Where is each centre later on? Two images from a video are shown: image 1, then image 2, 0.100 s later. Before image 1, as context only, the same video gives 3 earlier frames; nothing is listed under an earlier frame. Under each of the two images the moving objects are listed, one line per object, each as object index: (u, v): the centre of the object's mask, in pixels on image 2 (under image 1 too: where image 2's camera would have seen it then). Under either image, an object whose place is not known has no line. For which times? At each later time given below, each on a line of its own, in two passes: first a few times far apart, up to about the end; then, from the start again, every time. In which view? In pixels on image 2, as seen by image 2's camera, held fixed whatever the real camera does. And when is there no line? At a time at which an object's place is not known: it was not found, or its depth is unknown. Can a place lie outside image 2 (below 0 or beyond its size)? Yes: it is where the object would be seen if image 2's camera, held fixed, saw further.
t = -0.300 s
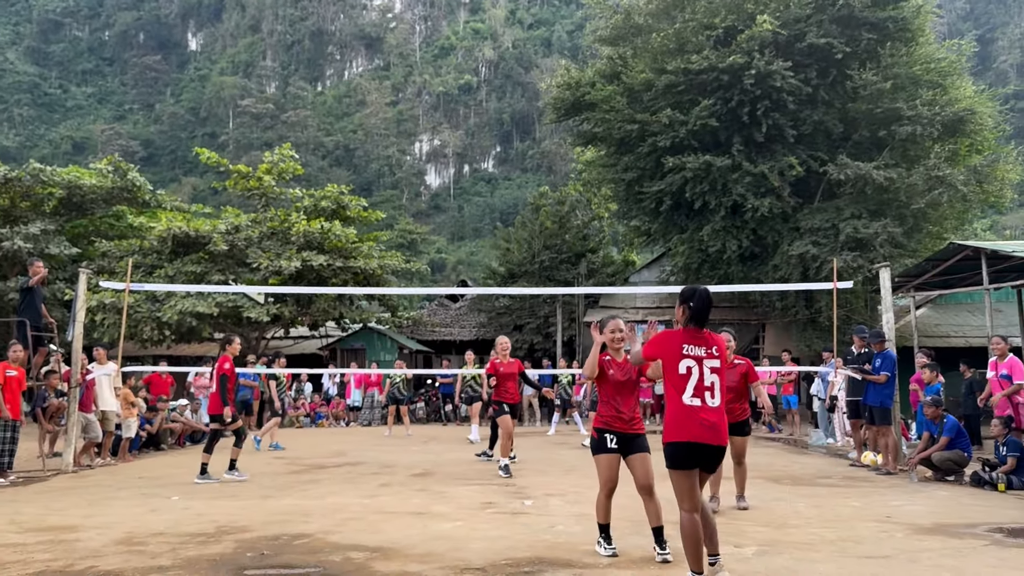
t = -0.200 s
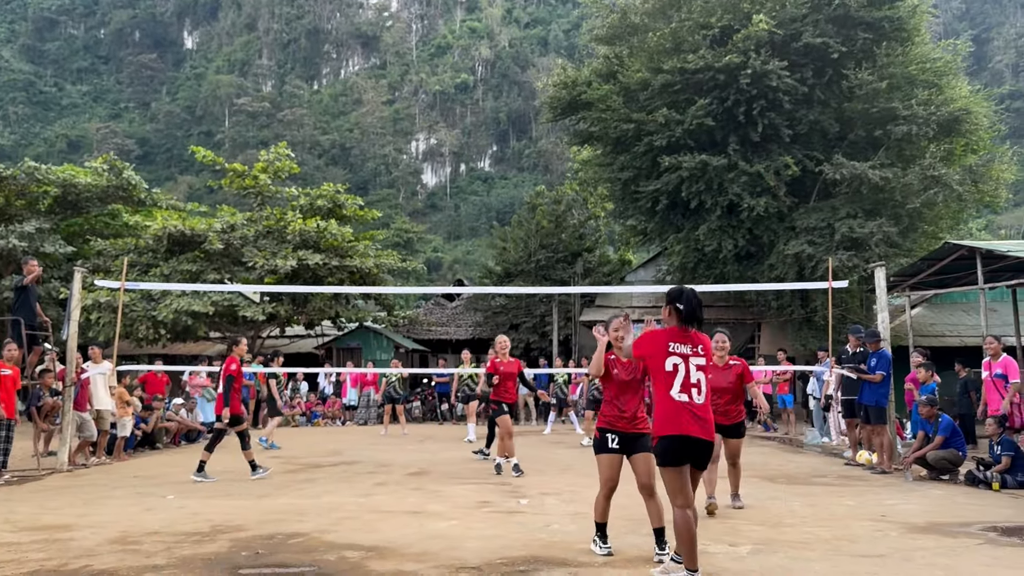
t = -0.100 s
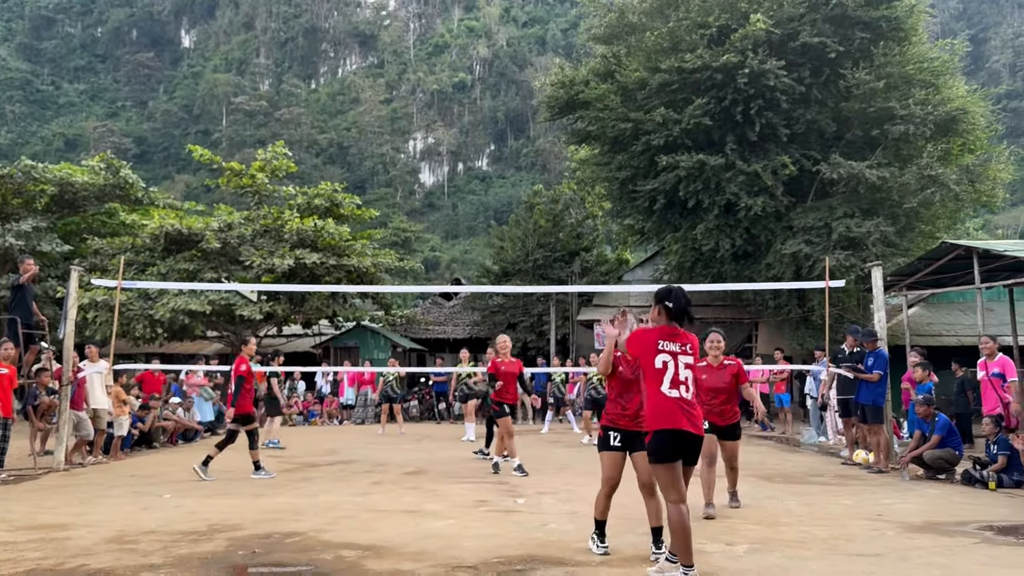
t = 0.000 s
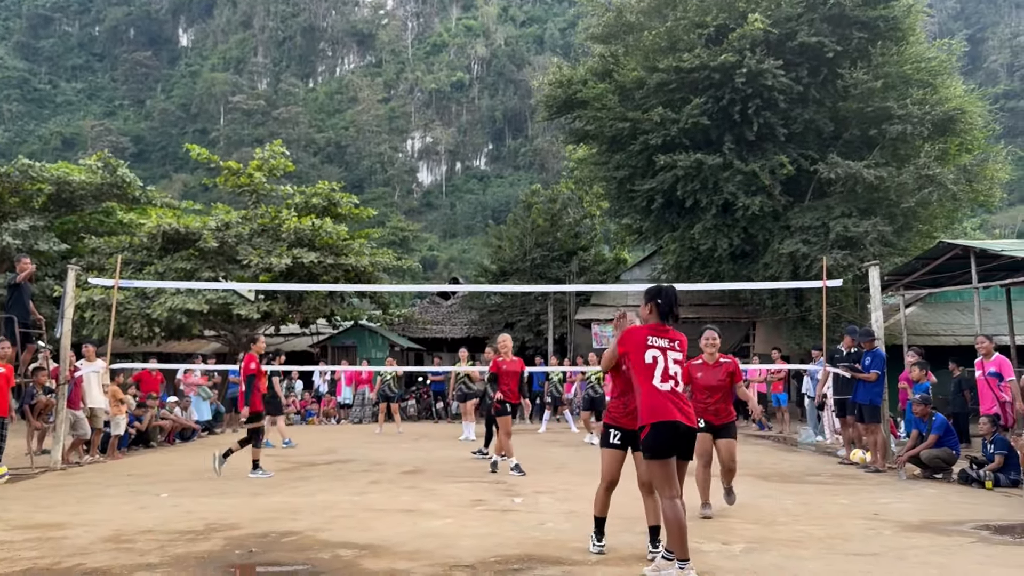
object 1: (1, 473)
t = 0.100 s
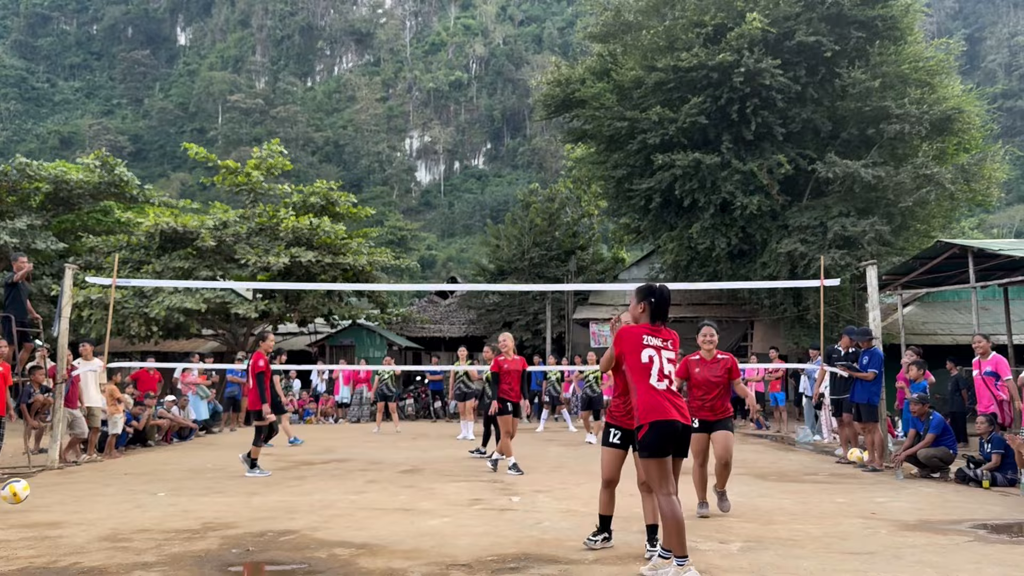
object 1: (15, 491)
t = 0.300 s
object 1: (62, 494)
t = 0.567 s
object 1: (132, 513)
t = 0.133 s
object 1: (23, 500)
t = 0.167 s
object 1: (31, 500)
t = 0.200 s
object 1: (39, 496)
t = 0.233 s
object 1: (46, 494)
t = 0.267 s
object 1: (54, 493)
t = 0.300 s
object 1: (62, 494)
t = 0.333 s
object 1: (70, 495)
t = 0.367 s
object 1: (78, 499)
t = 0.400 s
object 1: (87, 505)
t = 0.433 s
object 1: (95, 512)
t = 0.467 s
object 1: (104, 516)
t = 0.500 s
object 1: (113, 512)
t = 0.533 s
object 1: (121, 512)
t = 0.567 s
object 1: (132, 513)
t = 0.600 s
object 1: (141, 516)
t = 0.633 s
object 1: (150, 519)
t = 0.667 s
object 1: (160, 526)
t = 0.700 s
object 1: (171, 532)
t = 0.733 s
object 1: (182, 530)
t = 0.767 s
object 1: (194, 531)
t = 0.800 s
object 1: (206, 533)
